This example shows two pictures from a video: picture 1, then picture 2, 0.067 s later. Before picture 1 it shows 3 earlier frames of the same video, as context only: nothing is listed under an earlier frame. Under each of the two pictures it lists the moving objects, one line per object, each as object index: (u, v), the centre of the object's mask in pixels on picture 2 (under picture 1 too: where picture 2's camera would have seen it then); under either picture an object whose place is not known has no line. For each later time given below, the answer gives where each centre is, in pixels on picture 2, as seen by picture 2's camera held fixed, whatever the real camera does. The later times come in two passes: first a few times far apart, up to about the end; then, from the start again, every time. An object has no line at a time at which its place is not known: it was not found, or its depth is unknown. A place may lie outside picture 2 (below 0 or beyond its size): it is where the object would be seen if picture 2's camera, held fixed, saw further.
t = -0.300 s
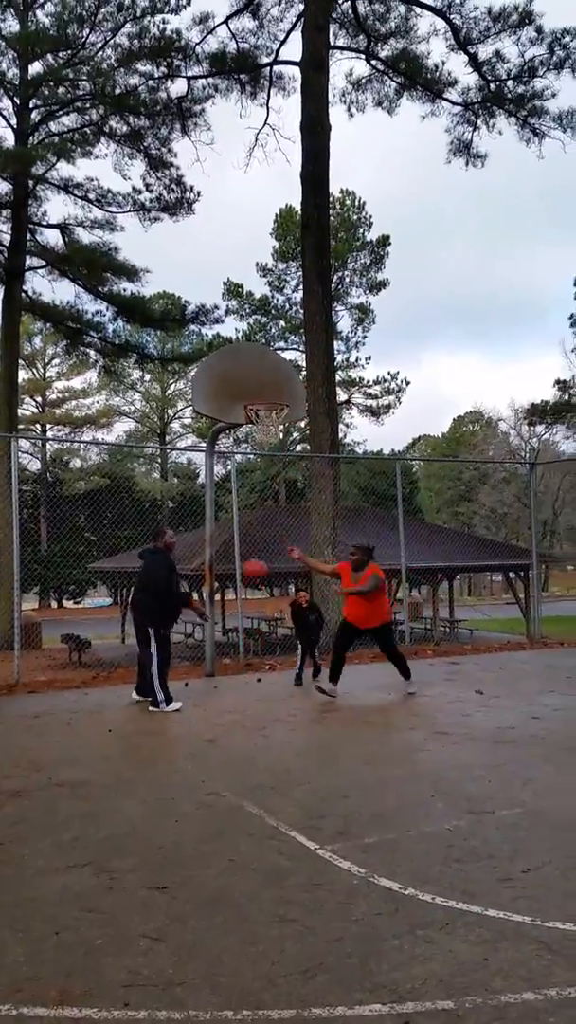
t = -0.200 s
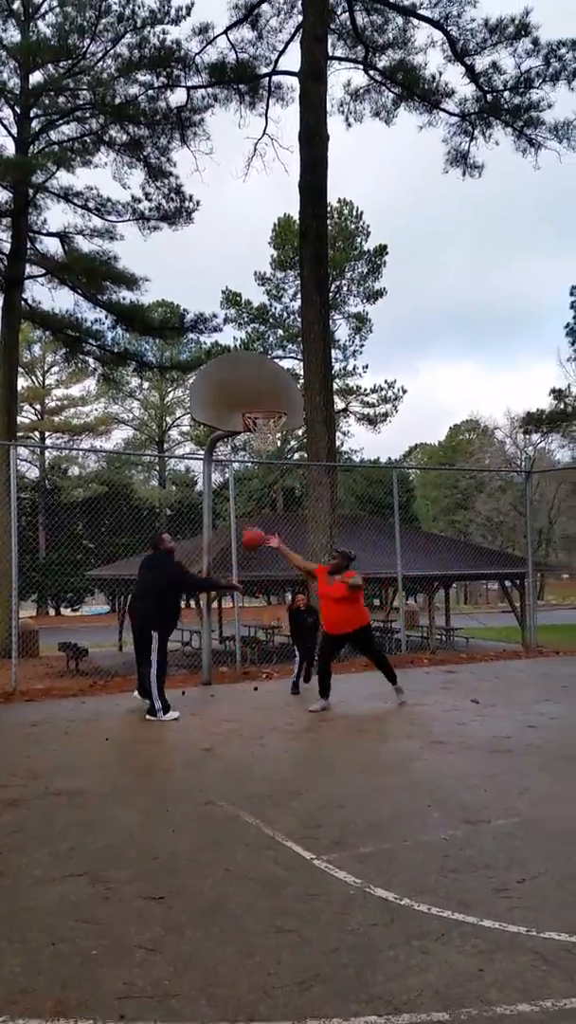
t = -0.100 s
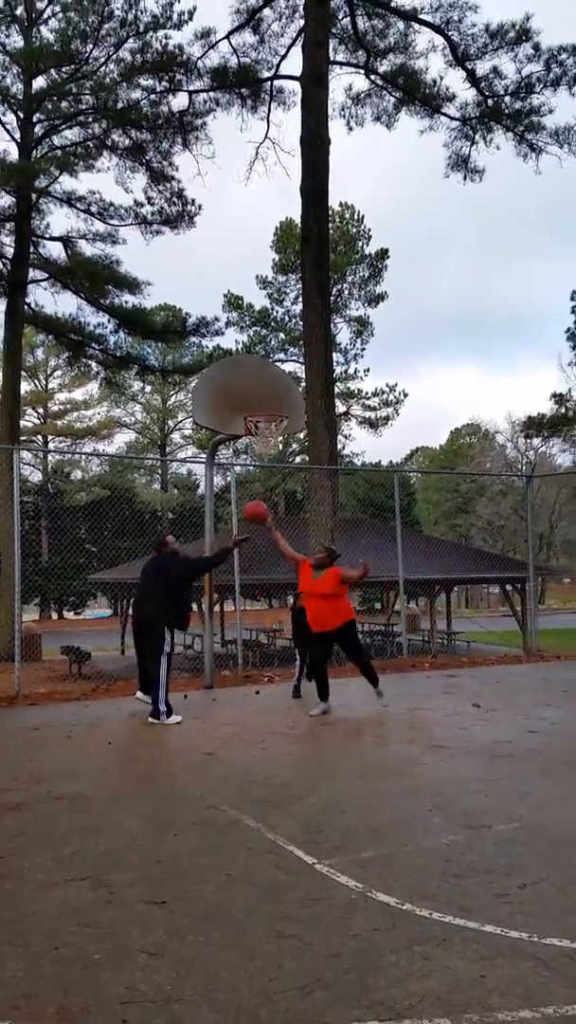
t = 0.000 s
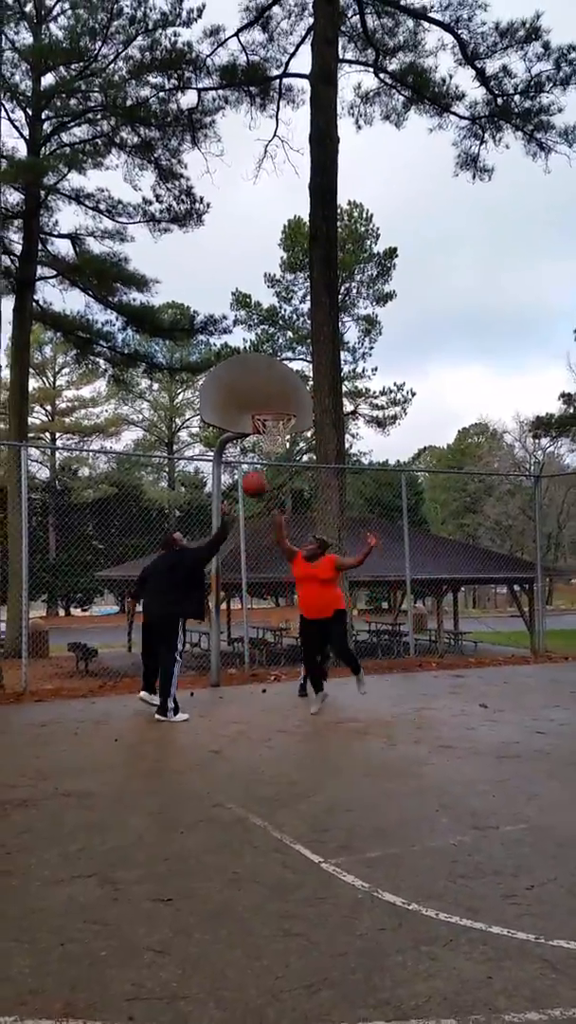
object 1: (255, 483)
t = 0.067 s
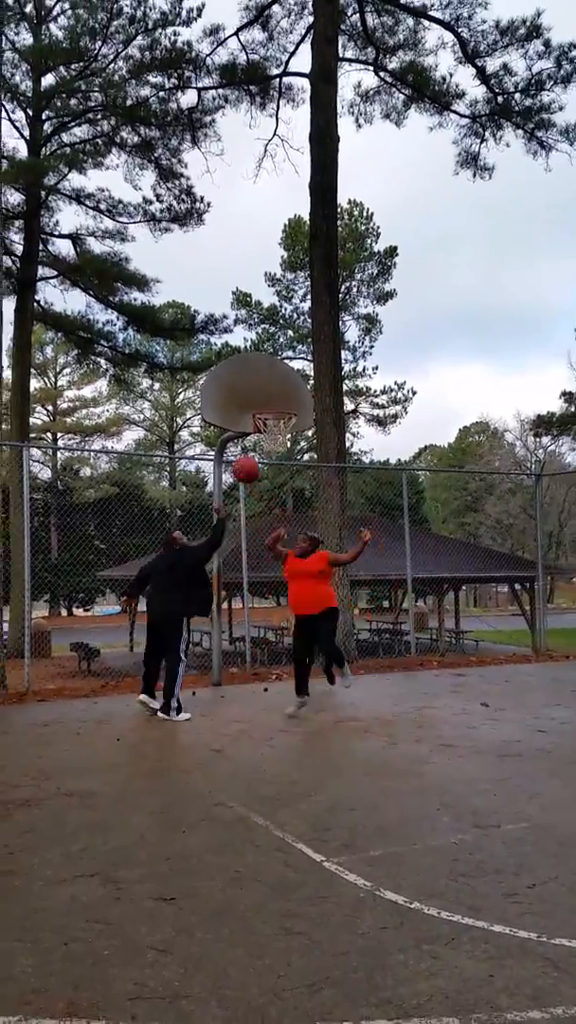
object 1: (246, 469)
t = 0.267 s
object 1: (211, 451)
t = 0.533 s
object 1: (140, 516)
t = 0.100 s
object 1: (240, 464)
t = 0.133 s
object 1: (235, 458)
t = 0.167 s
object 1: (230, 455)
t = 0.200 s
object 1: (224, 452)
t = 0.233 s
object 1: (217, 451)
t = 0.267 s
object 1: (211, 451)
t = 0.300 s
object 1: (202, 452)
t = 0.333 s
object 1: (196, 456)
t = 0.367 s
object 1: (187, 460)
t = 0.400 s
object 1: (179, 467)
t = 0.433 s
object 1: (169, 476)
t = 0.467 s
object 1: (161, 486)
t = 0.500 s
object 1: (151, 501)
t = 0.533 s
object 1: (140, 516)
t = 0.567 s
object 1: (128, 537)
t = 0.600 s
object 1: (118, 559)
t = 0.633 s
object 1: (106, 586)
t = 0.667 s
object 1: (94, 618)
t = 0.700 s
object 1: (77, 653)
